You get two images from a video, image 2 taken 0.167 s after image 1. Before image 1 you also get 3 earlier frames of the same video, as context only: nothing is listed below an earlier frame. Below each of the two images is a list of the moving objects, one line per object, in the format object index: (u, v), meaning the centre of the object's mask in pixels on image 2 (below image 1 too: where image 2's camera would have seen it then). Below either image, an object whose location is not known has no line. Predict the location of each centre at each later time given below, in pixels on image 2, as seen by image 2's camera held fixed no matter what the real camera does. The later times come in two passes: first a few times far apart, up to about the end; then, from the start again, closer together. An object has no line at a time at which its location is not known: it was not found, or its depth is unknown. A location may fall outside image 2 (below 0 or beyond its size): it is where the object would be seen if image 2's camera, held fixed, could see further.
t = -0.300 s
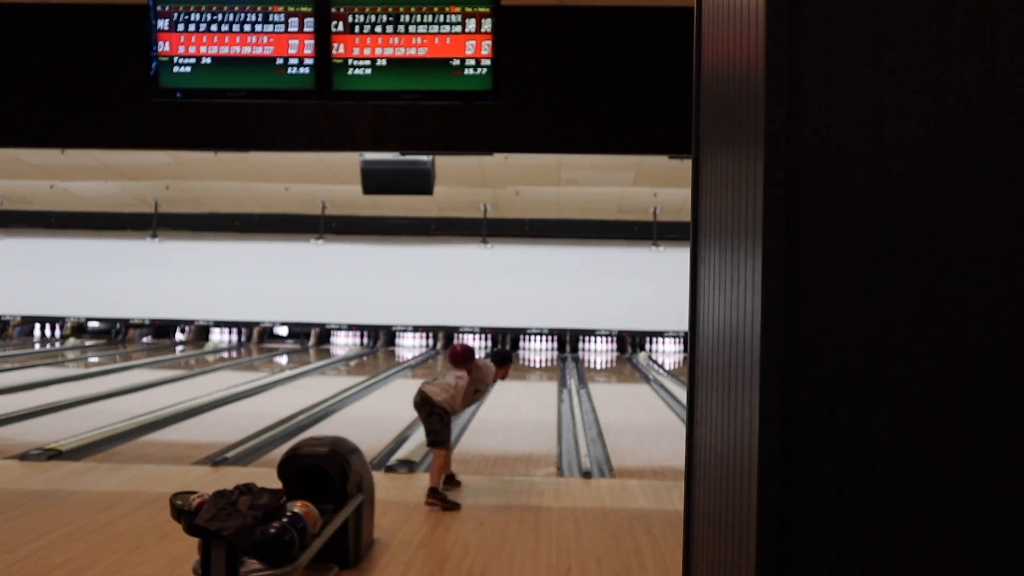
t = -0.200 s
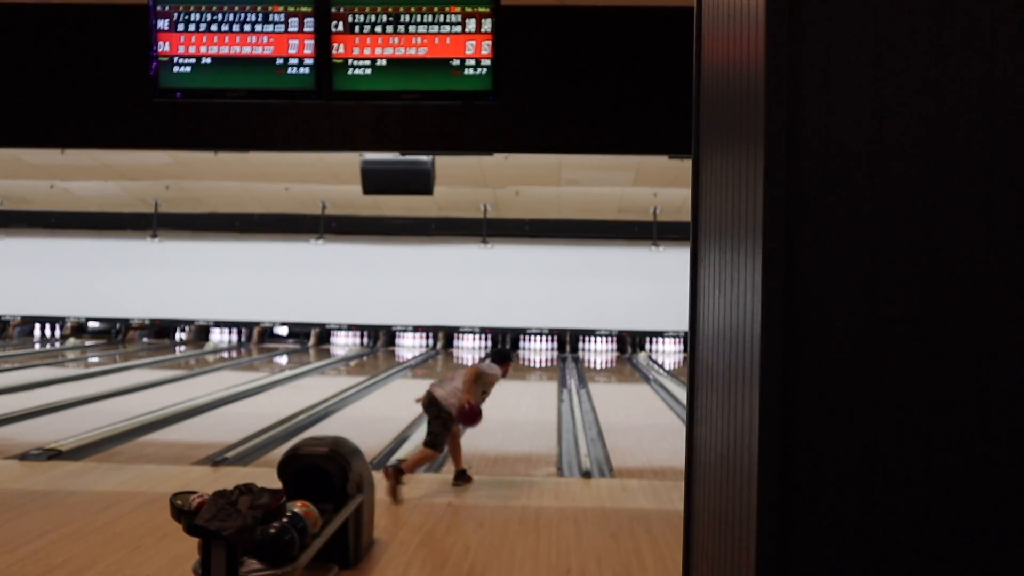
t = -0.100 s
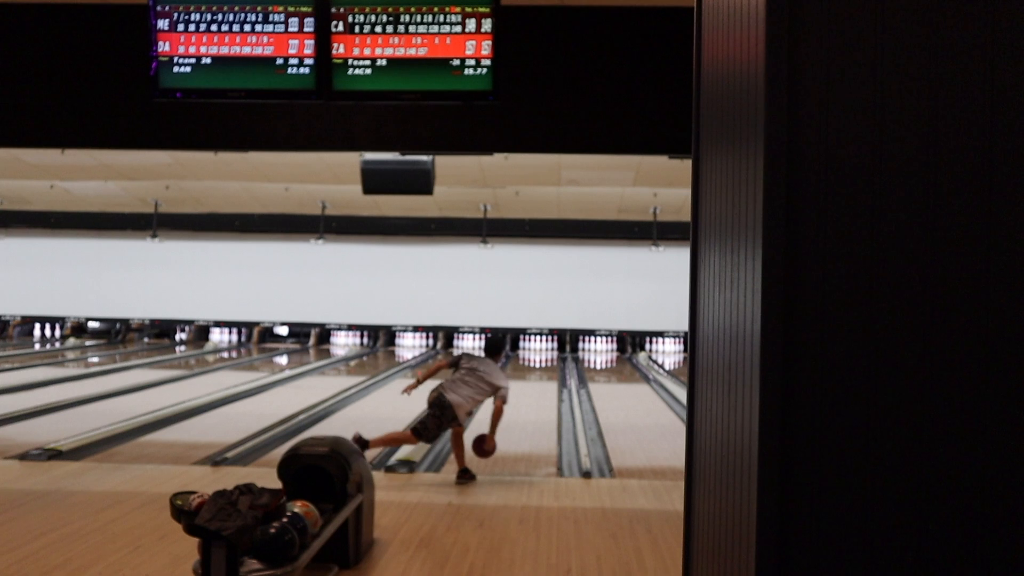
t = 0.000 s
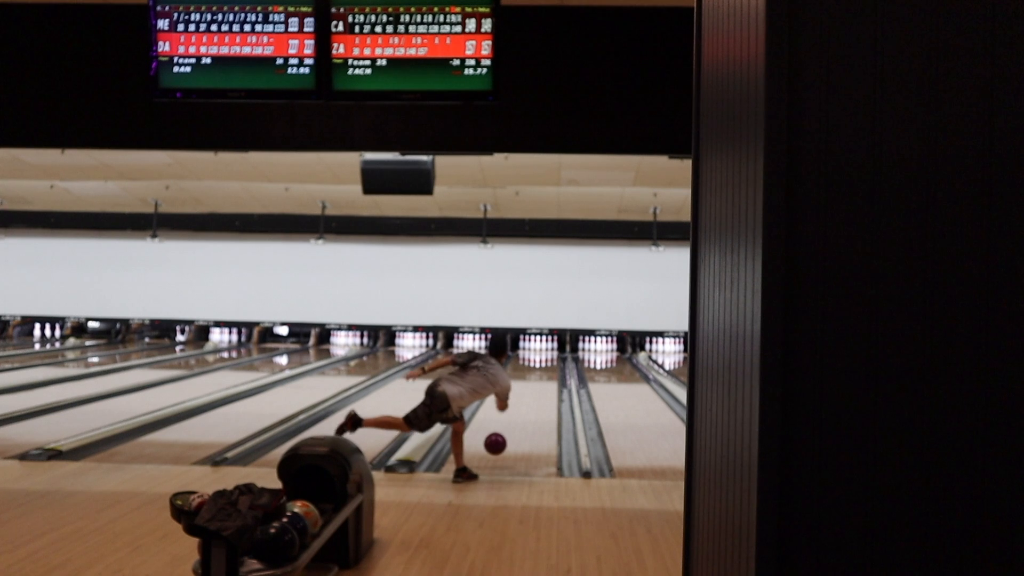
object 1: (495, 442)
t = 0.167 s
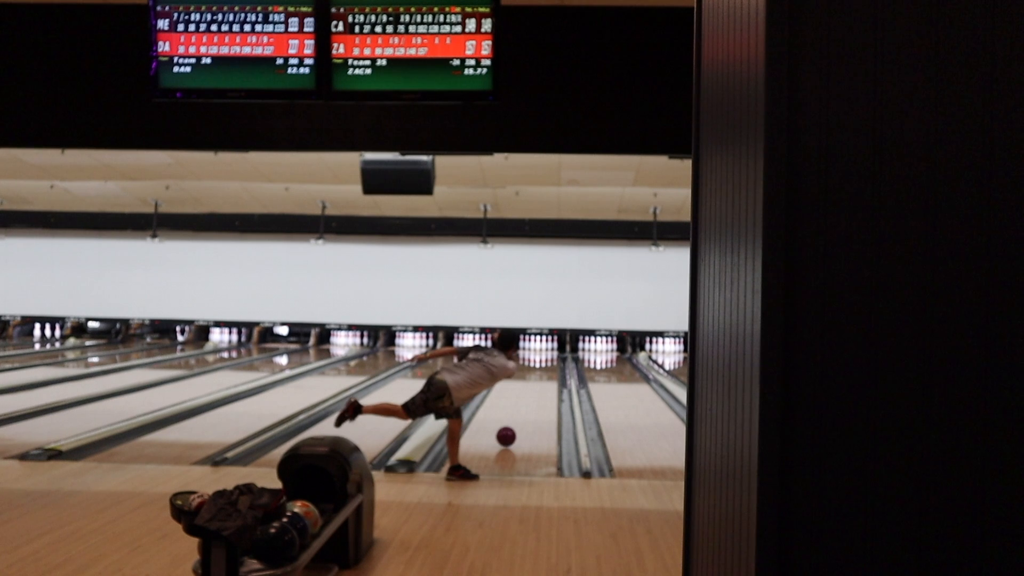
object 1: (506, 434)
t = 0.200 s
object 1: (508, 431)
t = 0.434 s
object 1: (517, 411)
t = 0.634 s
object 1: (525, 398)
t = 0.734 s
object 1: (529, 393)
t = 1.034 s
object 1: (536, 380)
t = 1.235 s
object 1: (539, 372)
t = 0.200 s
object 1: (508, 431)
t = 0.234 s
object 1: (509, 428)
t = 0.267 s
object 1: (511, 424)
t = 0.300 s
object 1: (512, 419)
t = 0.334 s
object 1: (514, 417)
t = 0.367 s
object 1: (515, 415)
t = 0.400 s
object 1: (517, 413)
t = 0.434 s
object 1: (517, 411)
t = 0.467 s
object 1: (521, 409)
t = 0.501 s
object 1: (521, 406)
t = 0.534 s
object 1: (522, 403)
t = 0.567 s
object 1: (523, 401)
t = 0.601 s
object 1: (525, 400)
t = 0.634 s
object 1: (525, 398)
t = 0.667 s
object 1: (526, 396)
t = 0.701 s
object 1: (527, 394)
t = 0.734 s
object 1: (529, 393)
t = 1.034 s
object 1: (536, 380)
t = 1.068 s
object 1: (536, 379)
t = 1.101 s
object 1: (537, 378)
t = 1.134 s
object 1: (538, 376)
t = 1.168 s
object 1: (538, 375)
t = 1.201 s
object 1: (539, 374)
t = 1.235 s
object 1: (539, 372)
